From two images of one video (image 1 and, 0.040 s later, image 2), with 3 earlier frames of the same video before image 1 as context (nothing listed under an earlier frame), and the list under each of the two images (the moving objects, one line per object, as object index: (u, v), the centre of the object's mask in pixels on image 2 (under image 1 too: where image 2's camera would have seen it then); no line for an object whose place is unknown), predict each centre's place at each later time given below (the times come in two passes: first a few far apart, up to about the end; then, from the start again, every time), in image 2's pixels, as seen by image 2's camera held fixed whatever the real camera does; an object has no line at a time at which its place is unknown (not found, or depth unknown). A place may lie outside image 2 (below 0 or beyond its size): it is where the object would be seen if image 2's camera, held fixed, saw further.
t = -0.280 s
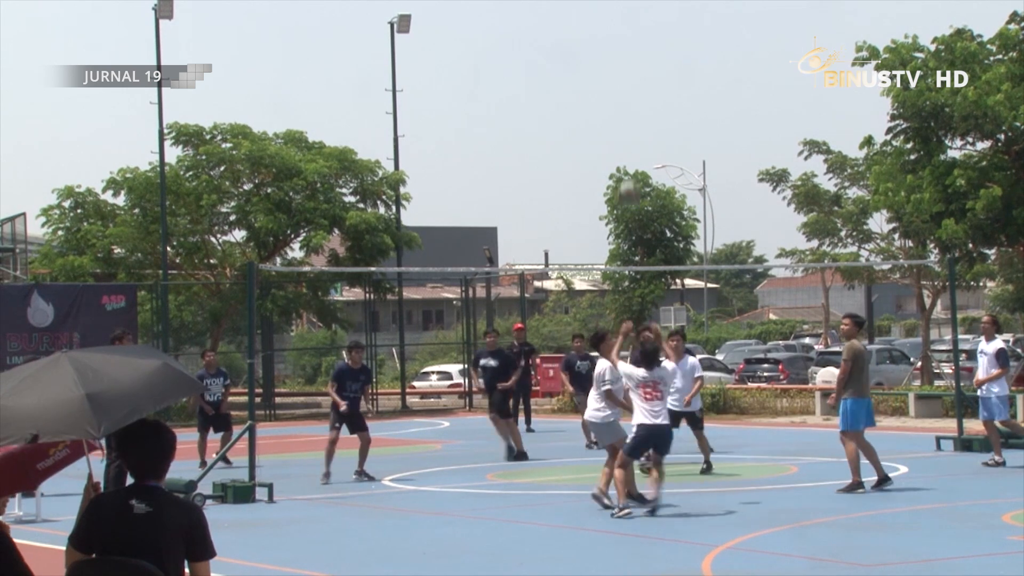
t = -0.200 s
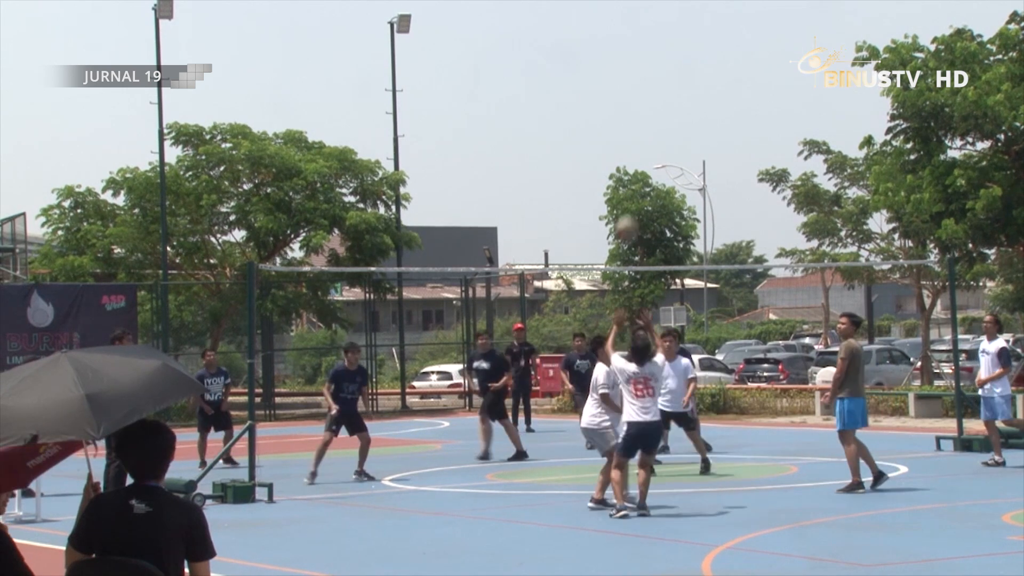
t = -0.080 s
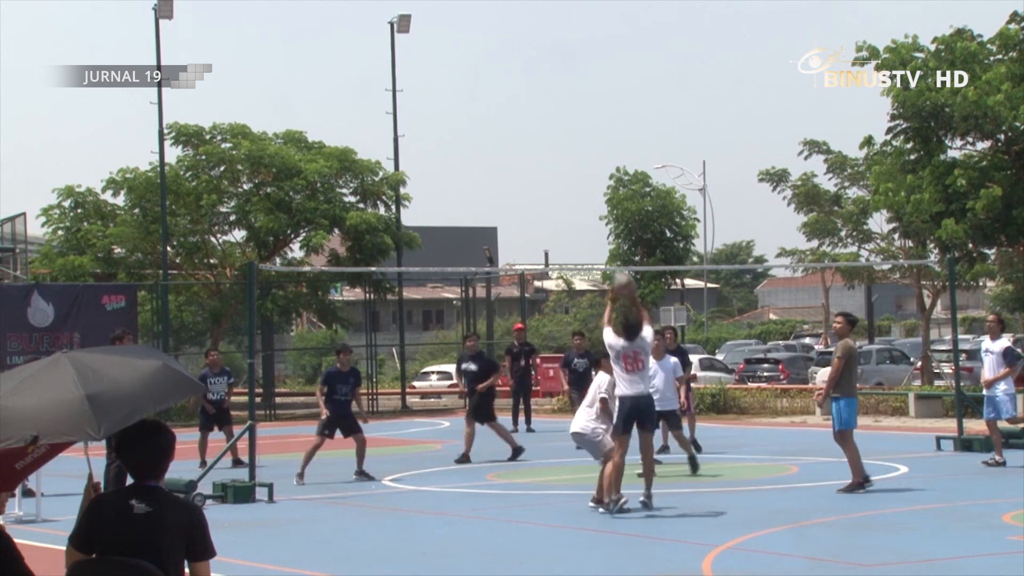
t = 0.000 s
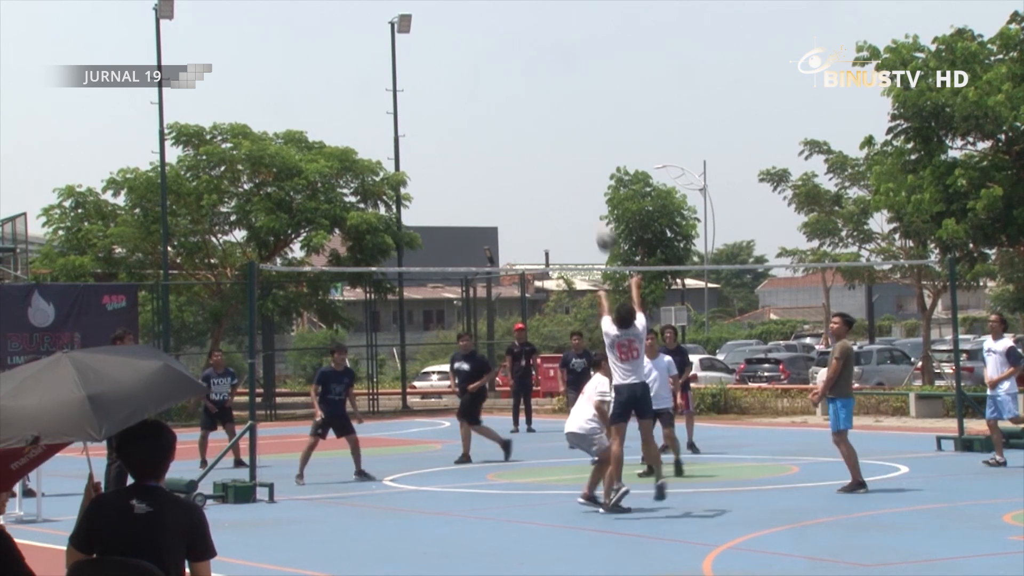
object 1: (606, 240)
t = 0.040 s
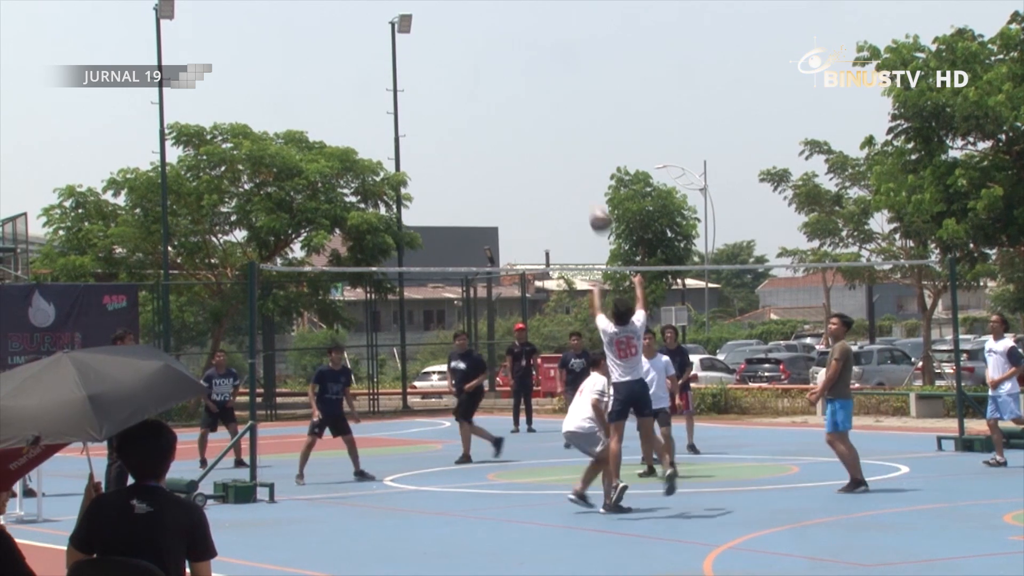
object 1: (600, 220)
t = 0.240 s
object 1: (568, 152)
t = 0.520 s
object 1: (528, 124)
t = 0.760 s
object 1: (499, 160)
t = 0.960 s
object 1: (478, 227)
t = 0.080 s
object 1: (594, 203)
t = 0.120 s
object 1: (587, 188)
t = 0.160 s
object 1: (580, 175)
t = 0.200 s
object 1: (574, 162)
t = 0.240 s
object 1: (568, 152)
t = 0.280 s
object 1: (561, 142)
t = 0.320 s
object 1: (555, 136)
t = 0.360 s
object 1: (549, 130)
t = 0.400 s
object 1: (544, 126)
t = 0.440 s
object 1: (538, 124)
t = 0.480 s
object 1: (533, 123)
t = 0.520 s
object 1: (528, 124)
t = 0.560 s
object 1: (523, 126)
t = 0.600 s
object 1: (518, 130)
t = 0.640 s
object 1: (513, 135)
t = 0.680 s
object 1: (508, 142)
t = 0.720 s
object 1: (503, 150)
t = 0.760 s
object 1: (499, 160)
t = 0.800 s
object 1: (495, 170)
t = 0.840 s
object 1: (490, 183)
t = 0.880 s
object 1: (487, 197)
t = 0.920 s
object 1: (483, 211)
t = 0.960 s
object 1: (478, 227)
